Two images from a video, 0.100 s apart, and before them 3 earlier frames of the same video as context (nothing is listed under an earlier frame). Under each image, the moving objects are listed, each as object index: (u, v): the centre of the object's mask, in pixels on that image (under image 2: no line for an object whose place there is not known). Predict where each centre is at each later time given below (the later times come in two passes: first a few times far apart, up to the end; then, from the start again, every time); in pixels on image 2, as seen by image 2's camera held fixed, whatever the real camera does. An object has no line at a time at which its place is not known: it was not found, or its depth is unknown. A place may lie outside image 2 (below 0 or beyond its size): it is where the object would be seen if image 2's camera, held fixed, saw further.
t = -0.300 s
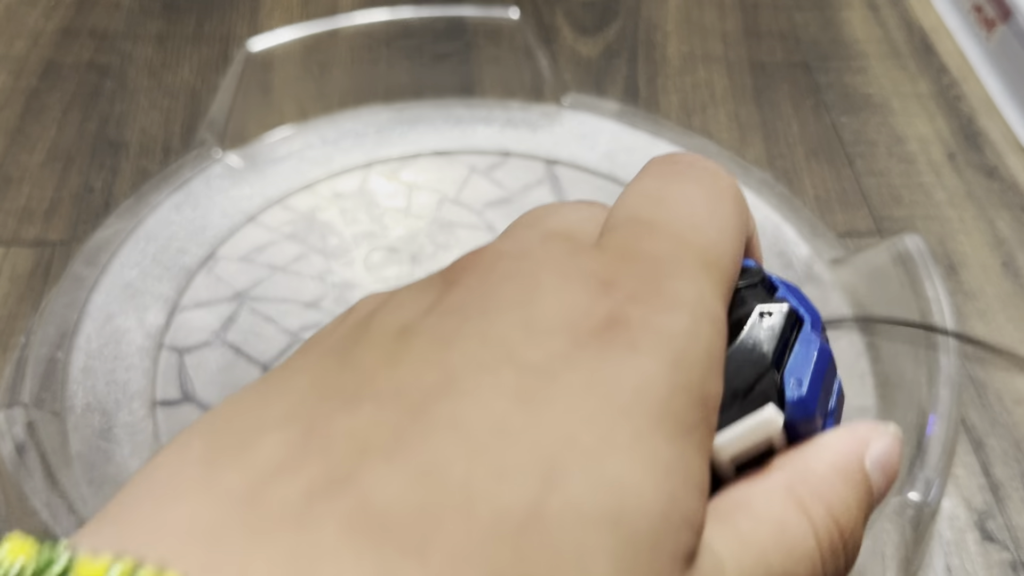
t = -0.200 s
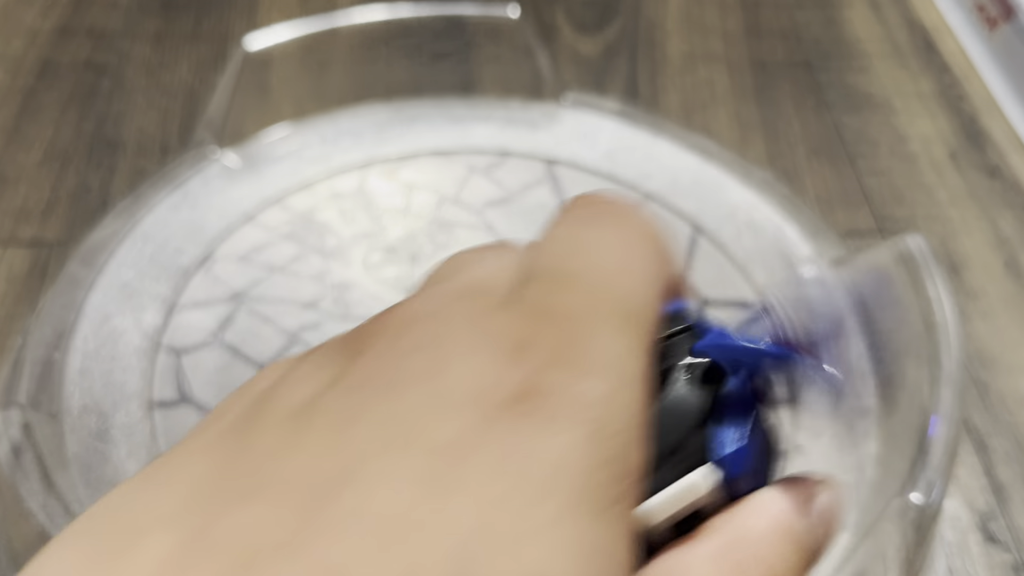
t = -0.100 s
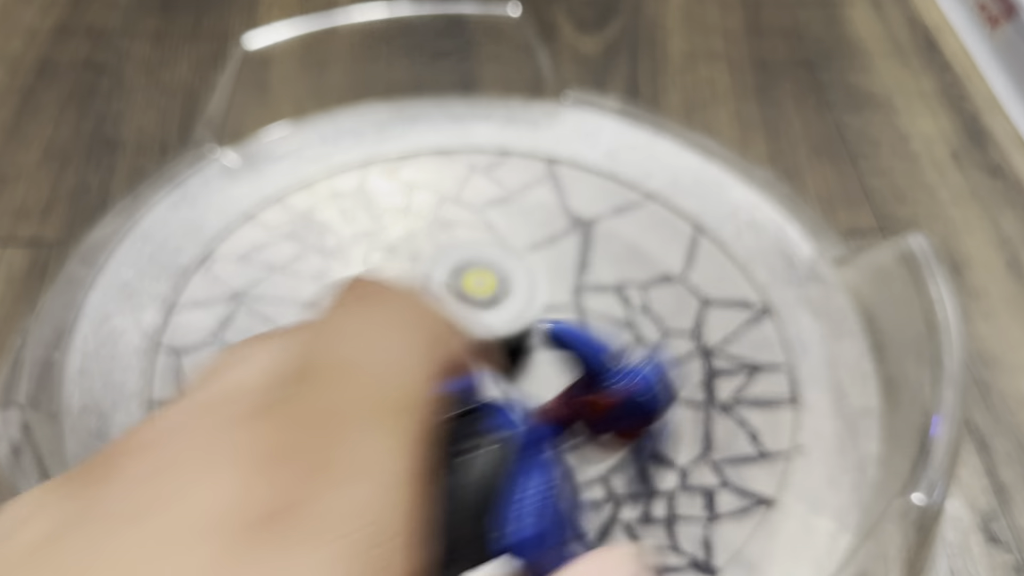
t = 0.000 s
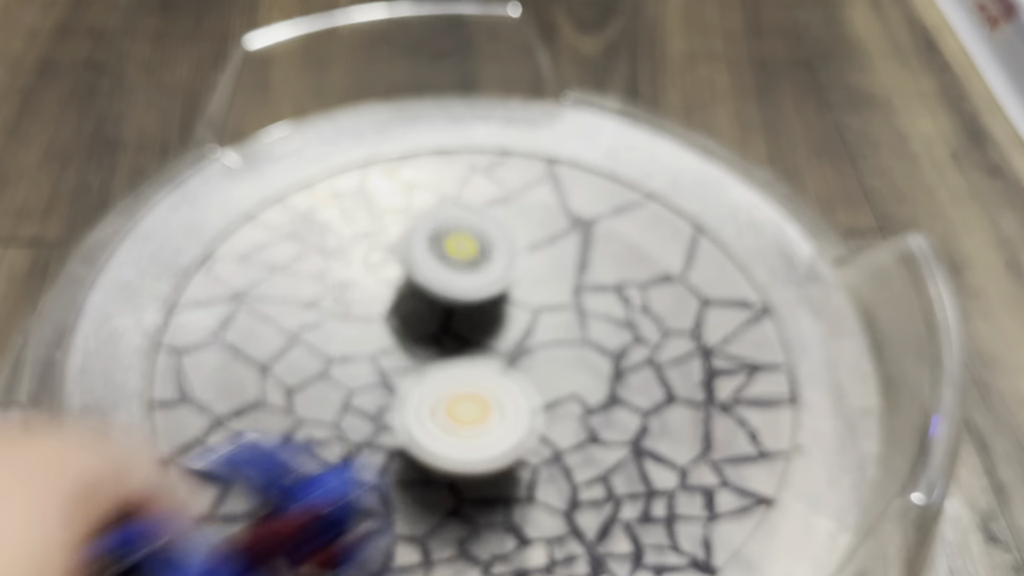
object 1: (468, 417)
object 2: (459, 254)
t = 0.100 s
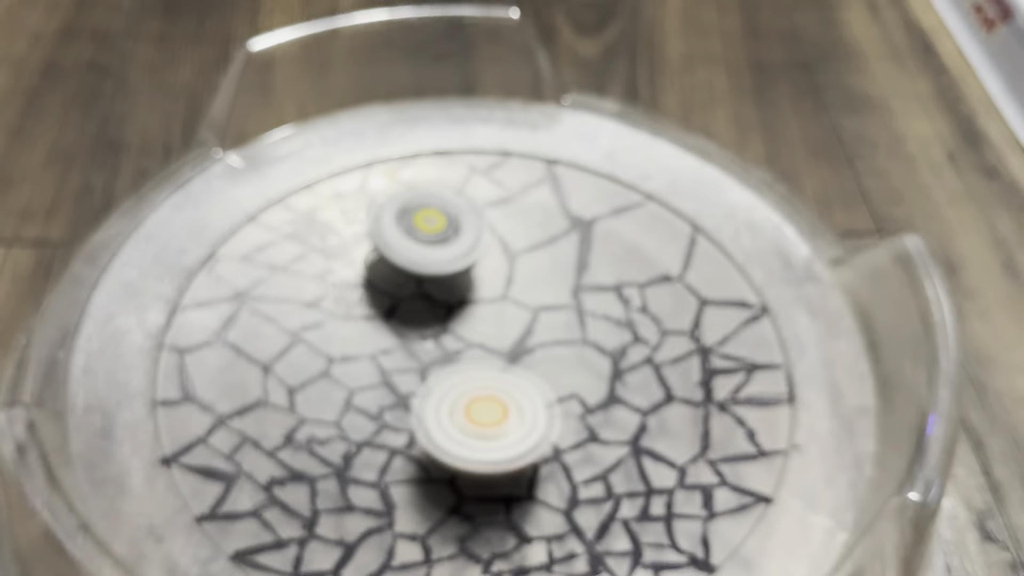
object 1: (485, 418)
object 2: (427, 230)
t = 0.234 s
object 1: (500, 418)
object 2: (413, 233)
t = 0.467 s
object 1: (522, 410)
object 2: (398, 259)
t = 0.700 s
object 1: (547, 397)
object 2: (436, 321)
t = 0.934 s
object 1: (559, 422)
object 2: (450, 336)
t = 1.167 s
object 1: (525, 452)
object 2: (439, 320)
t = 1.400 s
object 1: (503, 455)
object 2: (434, 296)
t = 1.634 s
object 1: (485, 414)
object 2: (432, 310)
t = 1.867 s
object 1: (503, 439)
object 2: (440, 287)
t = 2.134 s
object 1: (523, 432)
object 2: (470, 280)
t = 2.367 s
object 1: (491, 446)
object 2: (481, 282)
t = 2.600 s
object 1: (475, 429)
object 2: (510, 290)
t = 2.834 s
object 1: (458, 428)
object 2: (520, 280)
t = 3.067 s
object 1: (443, 411)
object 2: (503, 284)
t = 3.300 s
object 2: (477, 113)
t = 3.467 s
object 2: (455, 100)
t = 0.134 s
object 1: (489, 418)
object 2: (421, 229)
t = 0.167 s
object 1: (493, 418)
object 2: (414, 228)
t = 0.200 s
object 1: (497, 418)
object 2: (412, 230)
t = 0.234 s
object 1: (500, 418)
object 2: (413, 233)
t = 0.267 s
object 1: (503, 418)
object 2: (409, 235)
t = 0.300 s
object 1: (507, 417)
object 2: (406, 236)
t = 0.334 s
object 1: (509, 416)
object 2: (402, 239)
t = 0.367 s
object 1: (513, 415)
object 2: (398, 243)
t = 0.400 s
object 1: (516, 414)
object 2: (395, 249)
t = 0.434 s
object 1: (519, 412)
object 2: (393, 255)
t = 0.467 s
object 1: (522, 410)
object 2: (398, 259)
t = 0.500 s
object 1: (526, 408)
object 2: (401, 263)
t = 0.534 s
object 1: (529, 406)
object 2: (403, 273)
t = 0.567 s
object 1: (533, 404)
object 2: (405, 285)
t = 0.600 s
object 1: (536, 401)
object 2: (409, 293)
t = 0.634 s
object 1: (539, 398)
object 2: (418, 306)
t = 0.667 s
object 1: (542, 397)
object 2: (429, 316)
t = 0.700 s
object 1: (547, 397)
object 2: (436, 321)
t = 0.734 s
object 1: (564, 402)
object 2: (435, 320)
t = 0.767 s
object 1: (570, 406)
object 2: (435, 321)
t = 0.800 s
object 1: (571, 410)
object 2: (438, 323)
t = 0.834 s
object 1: (571, 416)
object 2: (440, 325)
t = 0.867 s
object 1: (569, 419)
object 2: (442, 328)
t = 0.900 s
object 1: (565, 422)
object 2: (447, 332)
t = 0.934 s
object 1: (559, 422)
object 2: (450, 336)
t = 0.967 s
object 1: (554, 422)
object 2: (453, 336)
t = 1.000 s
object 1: (562, 437)
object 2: (446, 324)
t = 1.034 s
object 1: (563, 447)
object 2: (442, 317)
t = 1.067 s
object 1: (556, 453)
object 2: (439, 317)
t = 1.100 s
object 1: (547, 455)
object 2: (438, 317)
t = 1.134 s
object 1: (536, 454)
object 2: (437, 319)
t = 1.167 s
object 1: (525, 452)
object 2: (439, 320)
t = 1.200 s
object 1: (516, 447)
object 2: (441, 322)
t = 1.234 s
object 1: (509, 440)
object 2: (443, 324)
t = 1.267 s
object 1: (503, 433)
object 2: (447, 326)
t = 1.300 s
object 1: (509, 443)
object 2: (445, 317)
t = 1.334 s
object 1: (512, 451)
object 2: (442, 305)
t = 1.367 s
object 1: (509, 454)
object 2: (438, 299)
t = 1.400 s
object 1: (503, 455)
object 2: (434, 296)
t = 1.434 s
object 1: (496, 453)
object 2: (431, 295)
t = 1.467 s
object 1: (490, 449)
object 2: (428, 296)
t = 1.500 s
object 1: (485, 444)
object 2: (426, 298)
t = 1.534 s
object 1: (482, 437)
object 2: (426, 300)
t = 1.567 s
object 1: (481, 429)
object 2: (427, 304)
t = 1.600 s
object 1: (482, 420)
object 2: (429, 307)
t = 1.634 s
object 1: (485, 414)
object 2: (432, 310)
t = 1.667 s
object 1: (496, 424)
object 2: (434, 297)
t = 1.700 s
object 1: (503, 431)
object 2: (435, 290)
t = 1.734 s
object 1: (506, 434)
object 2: (435, 286)
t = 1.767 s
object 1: (506, 437)
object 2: (436, 285)
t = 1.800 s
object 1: (506, 439)
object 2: (437, 285)
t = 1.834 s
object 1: (505, 440)
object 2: (439, 285)
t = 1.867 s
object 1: (503, 439)
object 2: (440, 287)
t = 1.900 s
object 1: (501, 437)
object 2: (443, 288)
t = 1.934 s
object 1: (500, 433)
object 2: (447, 290)
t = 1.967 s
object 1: (500, 428)
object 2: (452, 291)
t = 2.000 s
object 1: (502, 422)
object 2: (456, 294)
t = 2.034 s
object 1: (504, 416)
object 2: (460, 296)
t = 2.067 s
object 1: (507, 411)
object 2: (466, 300)
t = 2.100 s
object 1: (514, 418)
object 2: (469, 292)
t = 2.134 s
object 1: (523, 432)
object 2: (470, 280)
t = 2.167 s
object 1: (524, 441)
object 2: (471, 276)
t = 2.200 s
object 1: (522, 447)
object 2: (472, 277)
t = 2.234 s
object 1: (517, 449)
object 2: (474, 277)
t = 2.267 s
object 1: (511, 452)
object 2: (475, 278)
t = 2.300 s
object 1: (504, 451)
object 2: (477, 278)
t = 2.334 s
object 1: (498, 449)
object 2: (478, 279)
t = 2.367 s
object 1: (491, 446)
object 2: (481, 282)
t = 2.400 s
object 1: (487, 440)
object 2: (486, 287)
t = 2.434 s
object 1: (484, 433)
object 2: (488, 291)
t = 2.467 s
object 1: (482, 425)
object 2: (488, 294)
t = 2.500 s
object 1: (483, 416)
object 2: (491, 300)
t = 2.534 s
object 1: (482, 419)
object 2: (502, 296)
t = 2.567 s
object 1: (479, 427)
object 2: (508, 291)
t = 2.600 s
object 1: (475, 429)
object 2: (510, 290)
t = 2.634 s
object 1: (469, 427)
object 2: (512, 292)
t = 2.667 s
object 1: (465, 423)
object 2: (513, 294)
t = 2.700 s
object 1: (461, 418)
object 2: (516, 298)
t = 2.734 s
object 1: (459, 412)
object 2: (518, 300)
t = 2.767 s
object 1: (460, 408)
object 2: (519, 302)
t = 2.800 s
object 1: (460, 422)
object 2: (521, 287)
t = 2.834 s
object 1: (458, 428)
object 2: (520, 280)
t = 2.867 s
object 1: (455, 430)
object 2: (517, 277)
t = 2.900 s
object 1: (451, 430)
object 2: (515, 275)
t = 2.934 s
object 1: (446, 429)
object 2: (512, 275)
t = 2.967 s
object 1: (443, 427)
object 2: (511, 276)
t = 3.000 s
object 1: (441, 422)
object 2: (509, 278)
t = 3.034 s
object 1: (441, 417)
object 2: (506, 280)
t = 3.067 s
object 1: (443, 411)
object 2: (503, 284)
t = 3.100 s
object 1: (446, 405)
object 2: (500, 288)
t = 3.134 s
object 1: (451, 400)
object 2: (498, 293)
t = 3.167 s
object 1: (454, 426)
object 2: (503, 268)
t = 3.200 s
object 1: (449, 481)
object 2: (505, 215)
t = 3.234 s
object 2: (501, 170)
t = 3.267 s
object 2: (490, 128)
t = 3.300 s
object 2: (477, 113)
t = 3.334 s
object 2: (465, 104)
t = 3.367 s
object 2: (456, 100)
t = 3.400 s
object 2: (454, 97)
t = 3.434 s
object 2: (456, 98)
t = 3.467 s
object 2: (455, 100)
